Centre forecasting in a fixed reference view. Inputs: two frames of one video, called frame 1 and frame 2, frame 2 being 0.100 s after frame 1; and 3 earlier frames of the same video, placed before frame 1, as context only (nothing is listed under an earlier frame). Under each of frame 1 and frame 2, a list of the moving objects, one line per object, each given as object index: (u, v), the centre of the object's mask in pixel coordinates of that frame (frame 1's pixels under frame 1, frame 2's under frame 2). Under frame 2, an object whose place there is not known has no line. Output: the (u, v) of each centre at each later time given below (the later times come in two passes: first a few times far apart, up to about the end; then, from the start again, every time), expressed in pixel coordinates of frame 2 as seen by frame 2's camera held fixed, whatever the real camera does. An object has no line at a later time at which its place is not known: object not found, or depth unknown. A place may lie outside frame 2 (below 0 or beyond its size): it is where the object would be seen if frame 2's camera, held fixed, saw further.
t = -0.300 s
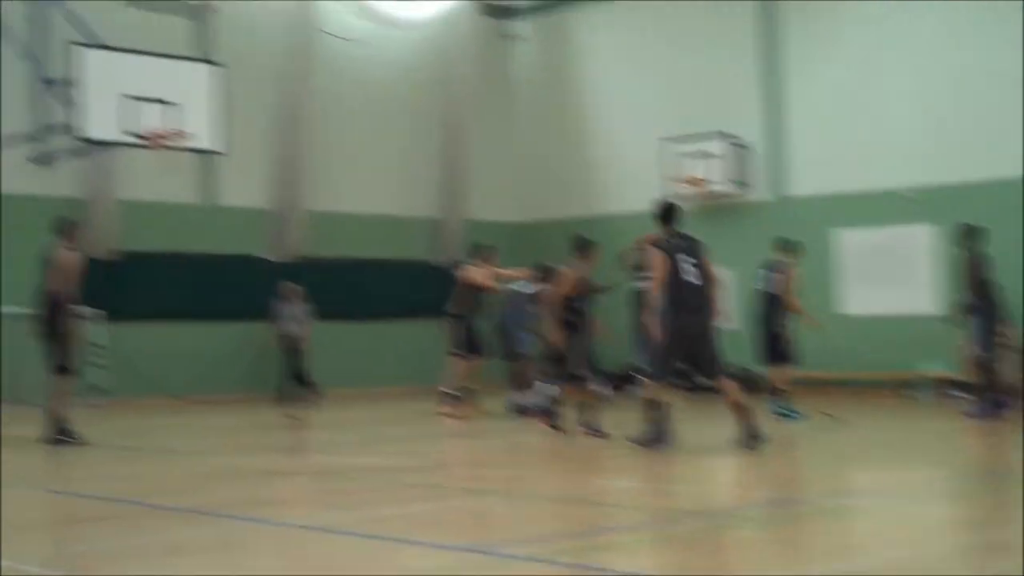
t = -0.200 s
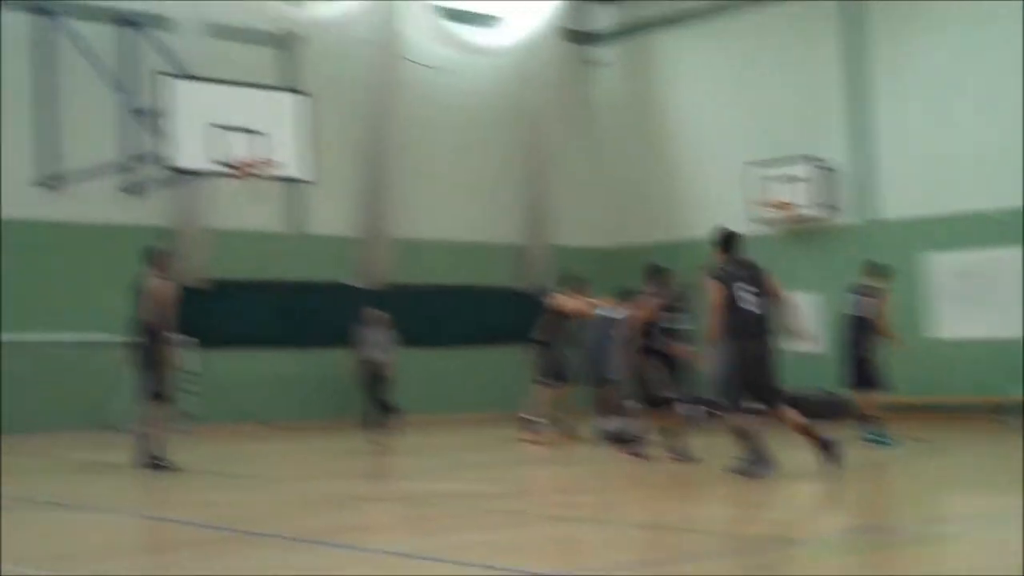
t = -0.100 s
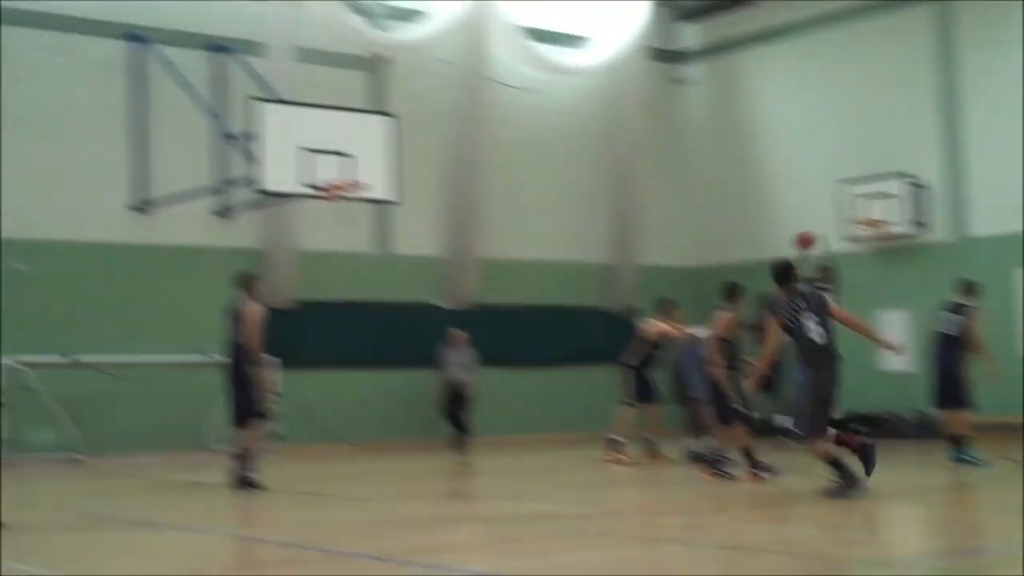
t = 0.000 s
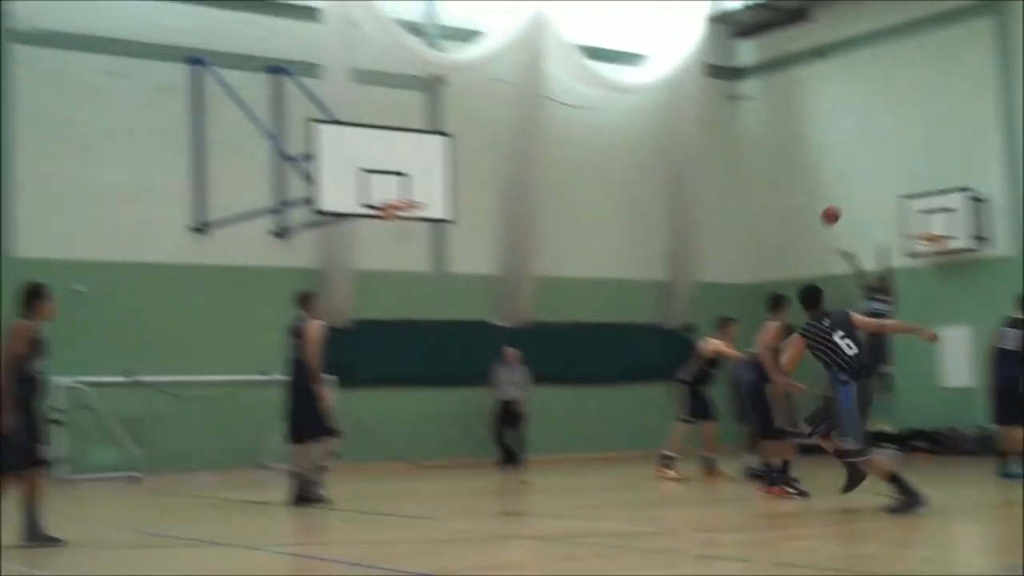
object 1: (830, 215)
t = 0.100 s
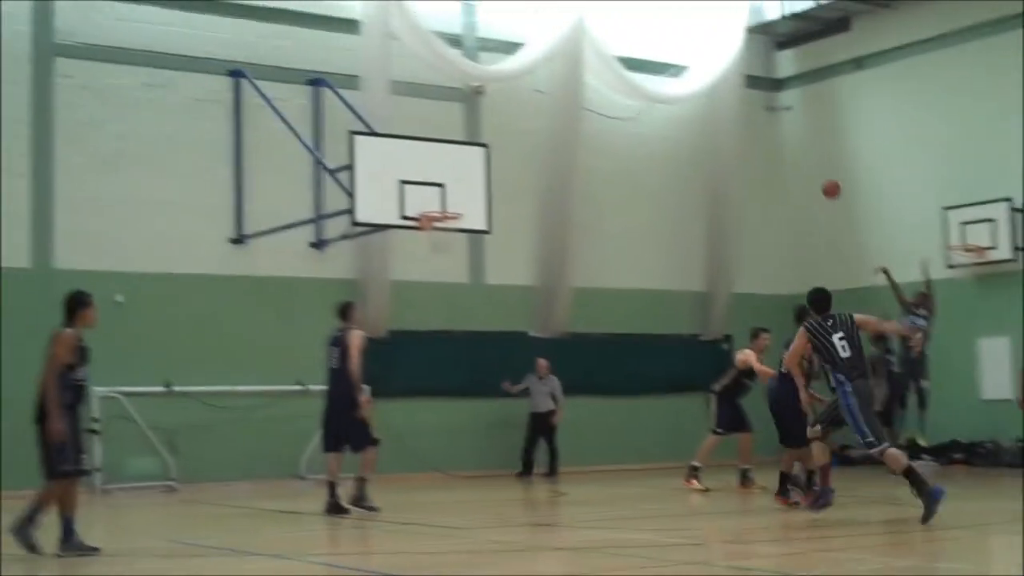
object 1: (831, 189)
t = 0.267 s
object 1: (769, 143)
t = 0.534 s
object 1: (664, 110)
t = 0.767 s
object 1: (567, 129)
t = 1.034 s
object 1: (447, 211)
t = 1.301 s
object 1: (434, 267)
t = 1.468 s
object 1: (438, 319)
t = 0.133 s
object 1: (819, 179)
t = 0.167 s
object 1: (806, 169)
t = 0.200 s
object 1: (793, 159)
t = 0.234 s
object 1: (781, 151)
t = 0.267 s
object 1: (769, 143)
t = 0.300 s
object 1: (756, 136)
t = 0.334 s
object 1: (743, 130)
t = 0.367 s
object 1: (731, 125)
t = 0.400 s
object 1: (717, 120)
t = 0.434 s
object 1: (704, 118)
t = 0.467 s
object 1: (691, 113)
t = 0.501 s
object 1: (678, 111)
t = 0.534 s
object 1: (664, 110)
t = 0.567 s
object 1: (651, 111)
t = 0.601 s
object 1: (637, 111)
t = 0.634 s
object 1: (623, 113)
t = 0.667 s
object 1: (609, 116)
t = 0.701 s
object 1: (596, 118)
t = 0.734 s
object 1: (580, 124)
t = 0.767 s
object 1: (567, 129)
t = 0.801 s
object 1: (552, 135)
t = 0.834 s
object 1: (538, 143)
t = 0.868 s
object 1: (523, 152)
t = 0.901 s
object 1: (510, 161)
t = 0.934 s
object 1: (494, 172)
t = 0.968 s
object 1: (478, 183)
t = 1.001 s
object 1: (463, 196)
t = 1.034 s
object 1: (447, 211)
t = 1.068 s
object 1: (439, 225)
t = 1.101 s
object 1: (433, 230)
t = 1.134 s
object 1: (433, 237)
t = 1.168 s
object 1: (433, 241)
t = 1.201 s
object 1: (433, 246)
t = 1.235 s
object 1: (434, 252)
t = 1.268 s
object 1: (434, 259)
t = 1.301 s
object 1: (434, 267)
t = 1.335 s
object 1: (434, 276)
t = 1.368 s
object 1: (435, 286)
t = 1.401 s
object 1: (435, 298)
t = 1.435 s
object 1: (435, 310)
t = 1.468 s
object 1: (438, 319)
